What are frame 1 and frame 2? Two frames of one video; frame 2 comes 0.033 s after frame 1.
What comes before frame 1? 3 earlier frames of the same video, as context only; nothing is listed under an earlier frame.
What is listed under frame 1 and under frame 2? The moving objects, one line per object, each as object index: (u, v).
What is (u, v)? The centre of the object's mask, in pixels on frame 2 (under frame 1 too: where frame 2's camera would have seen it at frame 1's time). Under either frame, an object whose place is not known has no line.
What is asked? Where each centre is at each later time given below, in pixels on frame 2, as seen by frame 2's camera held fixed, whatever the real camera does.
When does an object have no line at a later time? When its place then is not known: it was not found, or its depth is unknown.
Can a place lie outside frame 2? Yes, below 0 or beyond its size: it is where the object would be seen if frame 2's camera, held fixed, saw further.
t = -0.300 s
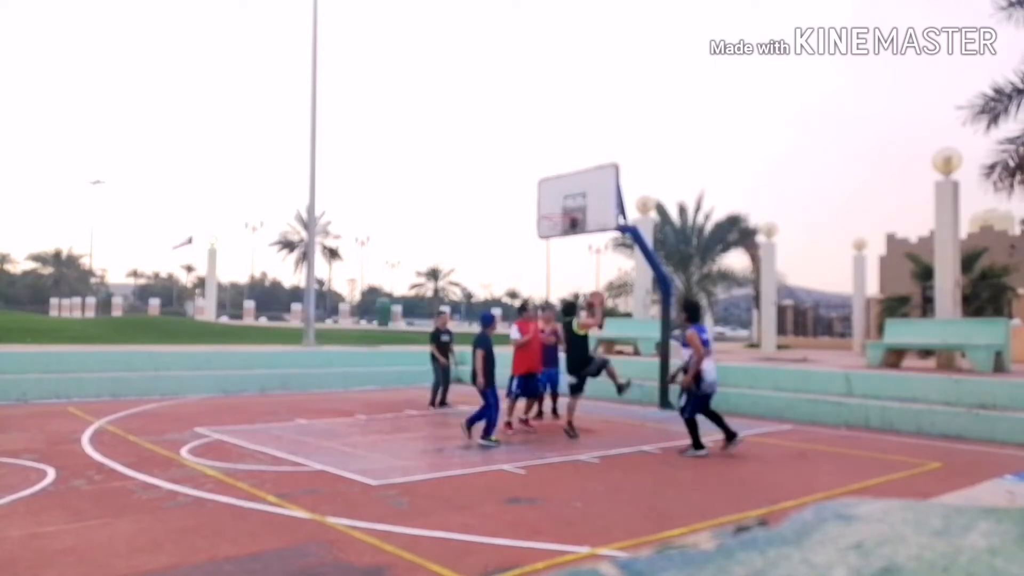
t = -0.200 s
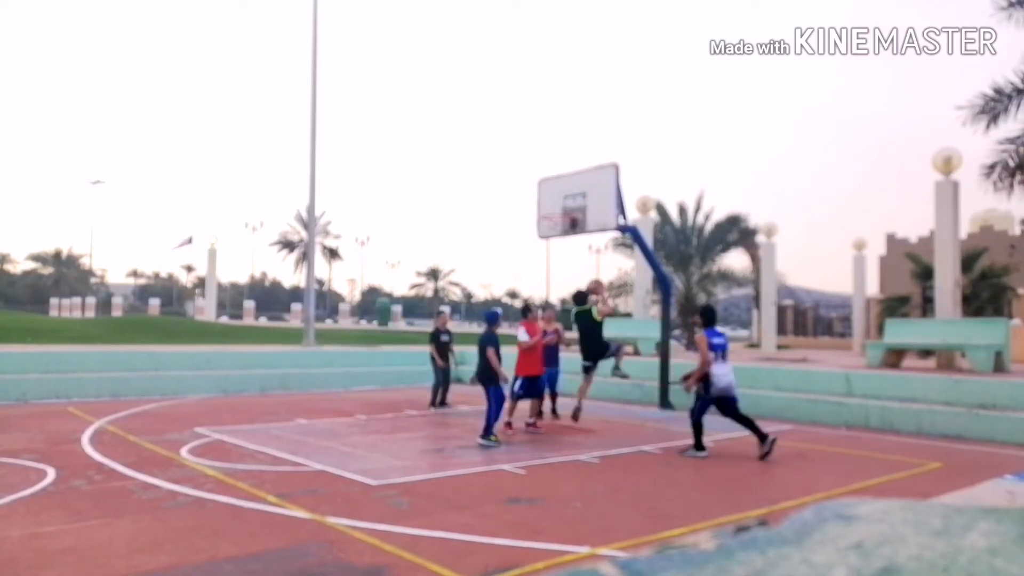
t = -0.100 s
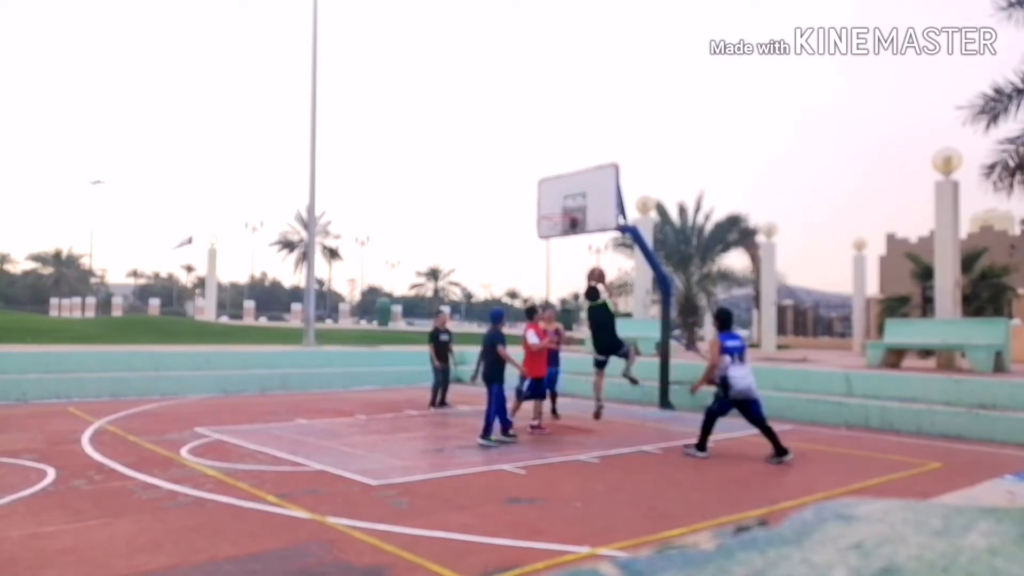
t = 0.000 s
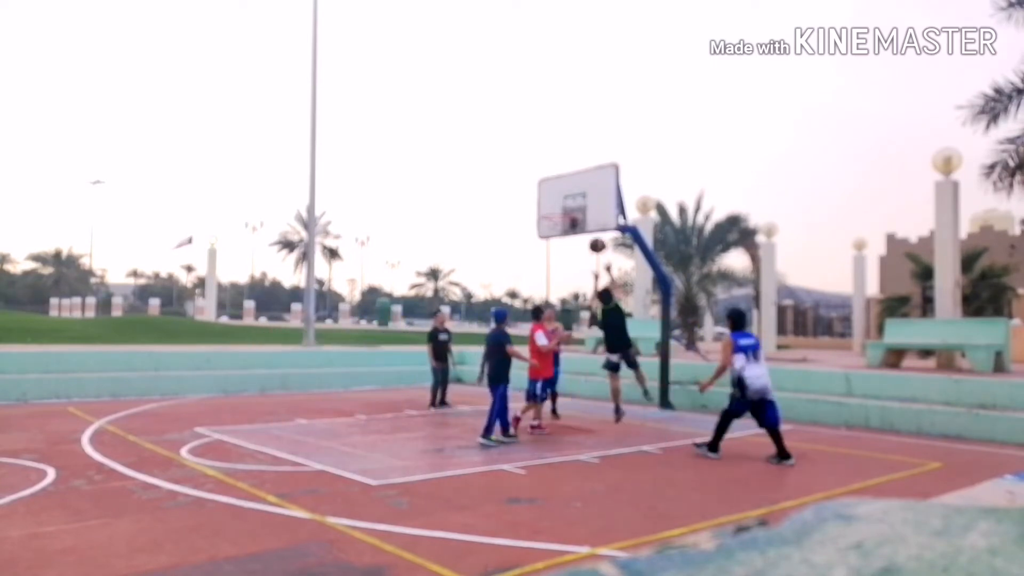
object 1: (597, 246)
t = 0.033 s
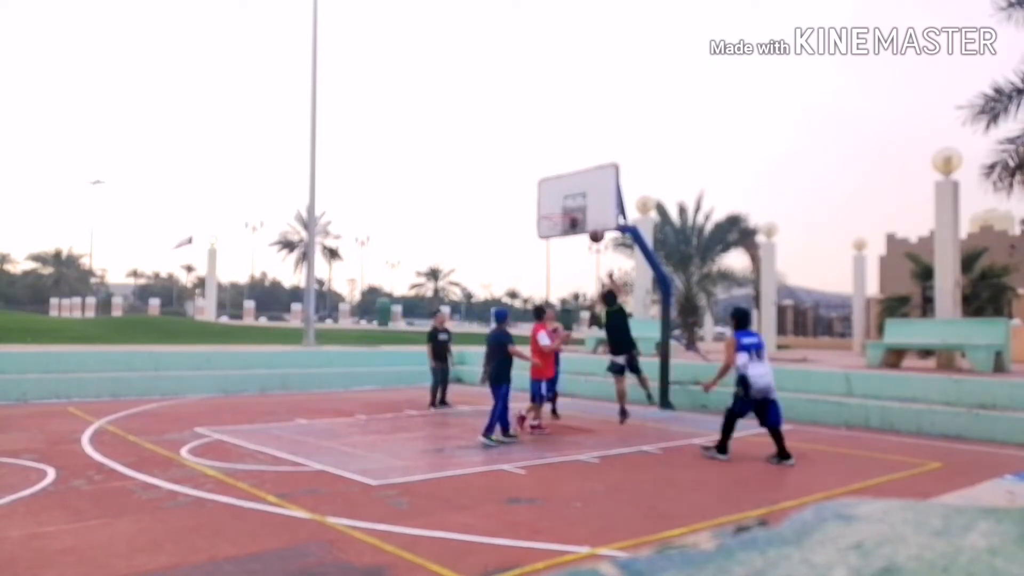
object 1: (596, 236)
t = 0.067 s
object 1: (595, 227)
